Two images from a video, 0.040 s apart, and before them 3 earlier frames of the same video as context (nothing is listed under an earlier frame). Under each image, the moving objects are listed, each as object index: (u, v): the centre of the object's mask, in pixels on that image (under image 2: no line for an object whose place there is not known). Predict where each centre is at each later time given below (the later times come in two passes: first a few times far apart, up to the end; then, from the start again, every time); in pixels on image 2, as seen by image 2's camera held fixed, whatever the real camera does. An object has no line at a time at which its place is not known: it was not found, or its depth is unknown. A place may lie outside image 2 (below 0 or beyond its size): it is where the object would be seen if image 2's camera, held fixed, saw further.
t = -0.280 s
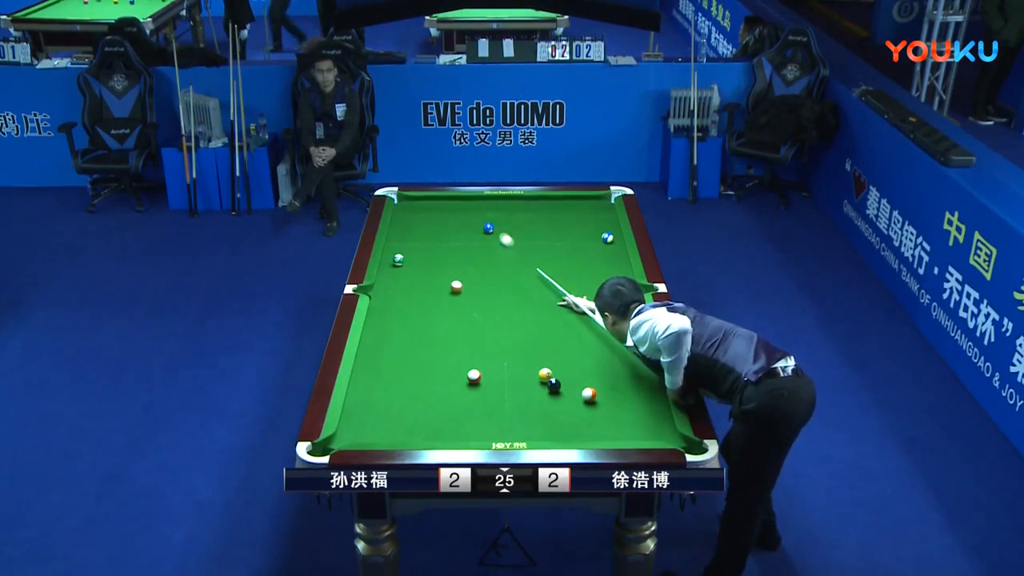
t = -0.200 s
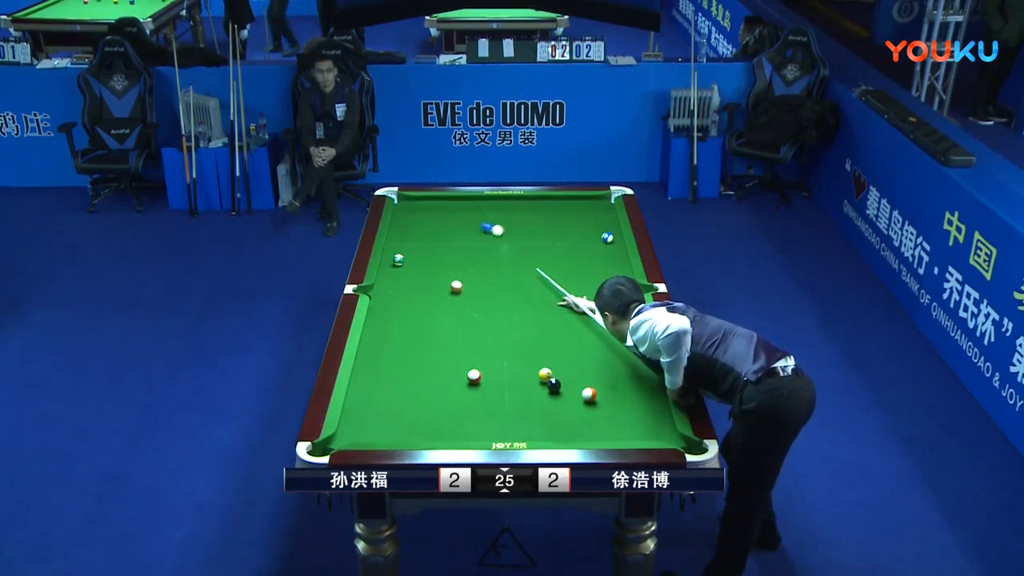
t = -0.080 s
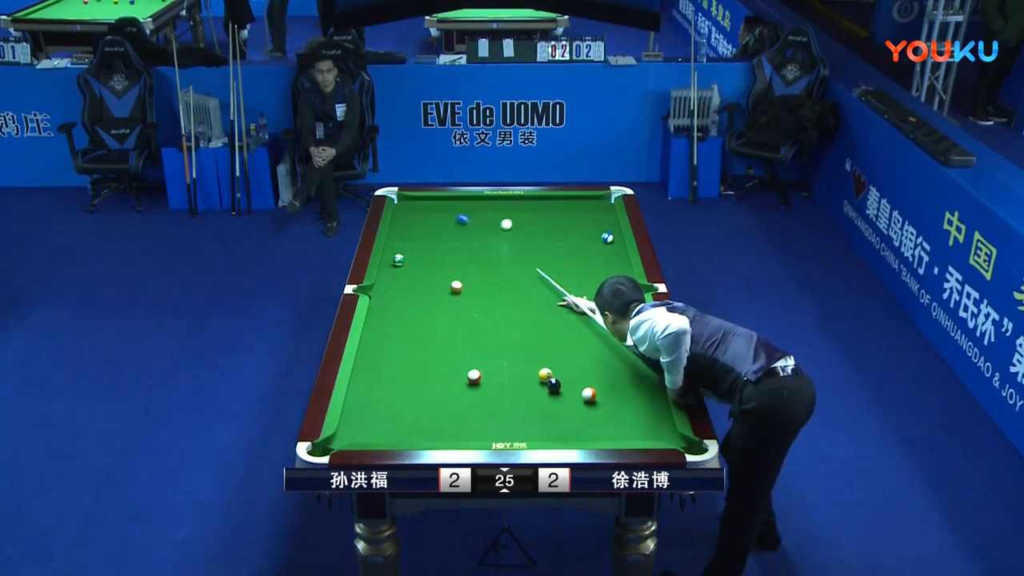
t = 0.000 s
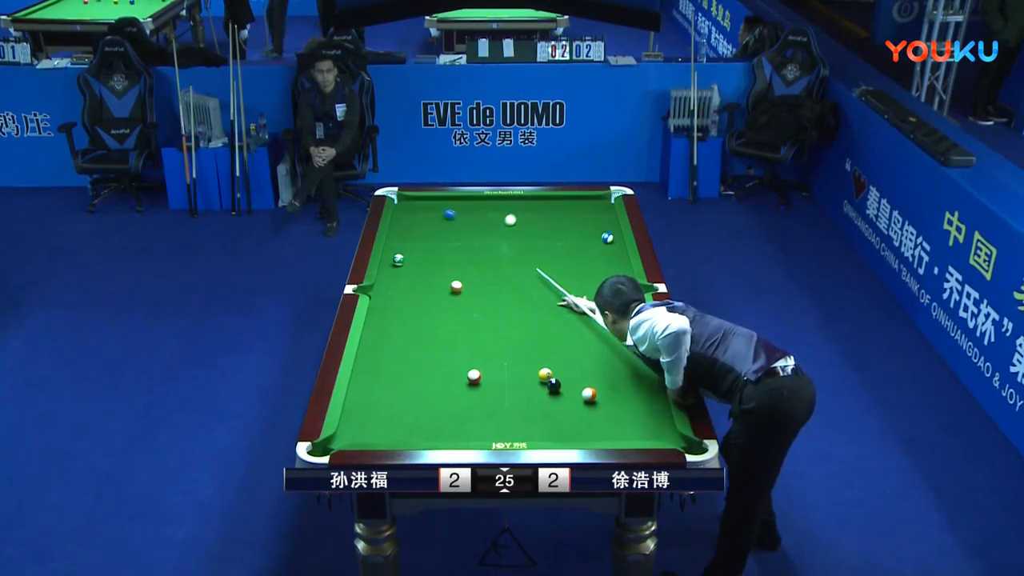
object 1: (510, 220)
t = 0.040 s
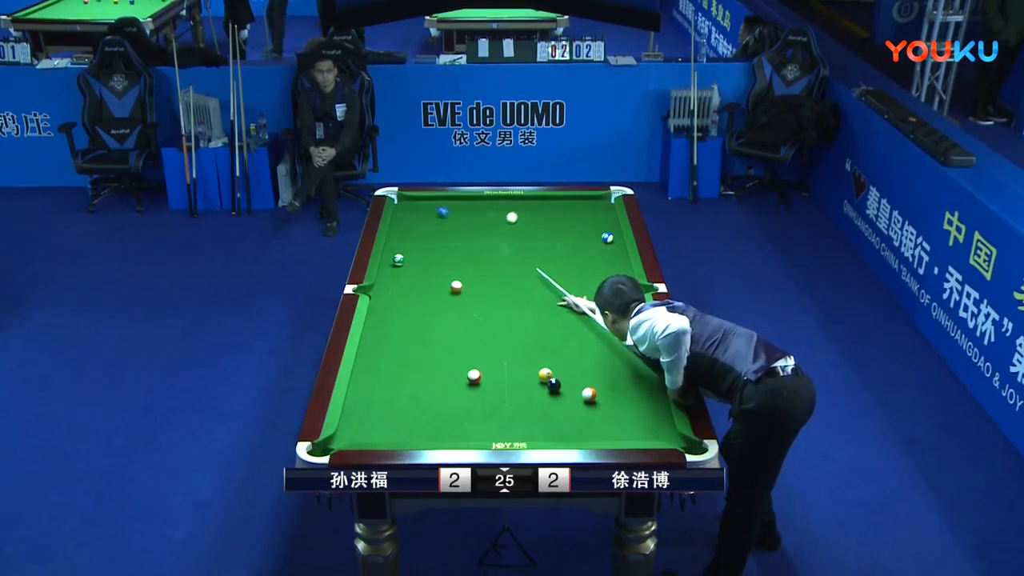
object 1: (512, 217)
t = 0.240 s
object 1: (518, 205)
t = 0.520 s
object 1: (527, 202)
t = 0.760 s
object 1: (534, 210)
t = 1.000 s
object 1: (541, 218)
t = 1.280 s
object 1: (548, 227)
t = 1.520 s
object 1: (555, 235)
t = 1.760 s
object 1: (561, 243)
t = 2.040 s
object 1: (568, 251)
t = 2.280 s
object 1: (574, 259)
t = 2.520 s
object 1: (580, 265)
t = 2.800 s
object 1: (586, 273)
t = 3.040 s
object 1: (591, 280)
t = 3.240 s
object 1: (595, 285)
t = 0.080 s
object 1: (513, 215)
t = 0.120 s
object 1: (514, 212)
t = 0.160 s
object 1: (516, 210)
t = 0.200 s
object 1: (517, 208)
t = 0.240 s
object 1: (518, 205)
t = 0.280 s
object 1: (520, 203)
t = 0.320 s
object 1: (521, 201)
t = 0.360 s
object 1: (522, 199)
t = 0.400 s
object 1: (523, 198)
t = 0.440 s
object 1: (524, 199)
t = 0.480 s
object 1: (525, 201)
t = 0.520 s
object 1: (527, 202)
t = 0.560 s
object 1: (528, 203)
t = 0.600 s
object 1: (529, 205)
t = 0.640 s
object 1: (530, 206)
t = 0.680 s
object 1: (531, 208)
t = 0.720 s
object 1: (532, 209)
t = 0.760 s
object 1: (534, 210)
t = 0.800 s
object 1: (535, 211)
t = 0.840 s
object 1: (536, 213)
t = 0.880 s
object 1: (537, 214)
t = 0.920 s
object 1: (538, 216)
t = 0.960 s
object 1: (539, 217)
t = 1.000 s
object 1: (541, 218)
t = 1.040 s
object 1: (542, 219)
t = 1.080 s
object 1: (543, 221)
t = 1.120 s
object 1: (544, 222)
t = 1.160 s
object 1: (545, 223)
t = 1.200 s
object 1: (546, 225)
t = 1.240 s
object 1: (547, 226)
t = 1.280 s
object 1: (548, 227)
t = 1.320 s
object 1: (549, 228)
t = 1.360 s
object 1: (550, 230)
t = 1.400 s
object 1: (551, 231)
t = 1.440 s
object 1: (552, 232)
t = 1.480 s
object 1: (554, 234)
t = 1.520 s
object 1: (555, 235)
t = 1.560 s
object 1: (556, 236)
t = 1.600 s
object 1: (557, 238)
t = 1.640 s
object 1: (558, 239)
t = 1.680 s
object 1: (559, 240)
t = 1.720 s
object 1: (560, 242)
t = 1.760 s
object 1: (561, 243)
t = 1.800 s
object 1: (562, 244)
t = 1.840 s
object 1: (563, 245)
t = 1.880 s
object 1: (564, 247)
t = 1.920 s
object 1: (565, 248)
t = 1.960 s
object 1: (566, 249)
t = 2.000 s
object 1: (567, 250)
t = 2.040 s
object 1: (568, 251)
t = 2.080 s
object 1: (569, 252)
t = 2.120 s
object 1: (570, 254)
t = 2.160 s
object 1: (571, 255)
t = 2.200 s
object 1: (572, 256)
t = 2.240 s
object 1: (573, 257)
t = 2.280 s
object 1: (574, 259)
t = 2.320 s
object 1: (575, 260)
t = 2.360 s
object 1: (576, 261)
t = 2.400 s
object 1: (577, 262)
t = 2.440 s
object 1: (578, 263)
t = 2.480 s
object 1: (579, 265)
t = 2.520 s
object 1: (580, 265)
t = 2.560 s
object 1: (581, 267)
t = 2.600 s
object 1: (582, 268)
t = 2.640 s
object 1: (582, 269)
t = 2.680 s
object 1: (583, 270)
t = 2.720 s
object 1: (584, 271)
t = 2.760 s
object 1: (585, 272)
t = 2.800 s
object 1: (586, 273)
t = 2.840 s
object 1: (587, 275)
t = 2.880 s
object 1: (588, 276)
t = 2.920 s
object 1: (589, 277)
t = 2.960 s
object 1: (589, 278)
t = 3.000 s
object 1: (590, 279)
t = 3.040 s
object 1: (591, 280)
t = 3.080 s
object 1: (592, 281)
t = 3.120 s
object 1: (593, 282)
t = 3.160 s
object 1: (594, 283)
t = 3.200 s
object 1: (595, 284)
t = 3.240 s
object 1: (595, 285)
